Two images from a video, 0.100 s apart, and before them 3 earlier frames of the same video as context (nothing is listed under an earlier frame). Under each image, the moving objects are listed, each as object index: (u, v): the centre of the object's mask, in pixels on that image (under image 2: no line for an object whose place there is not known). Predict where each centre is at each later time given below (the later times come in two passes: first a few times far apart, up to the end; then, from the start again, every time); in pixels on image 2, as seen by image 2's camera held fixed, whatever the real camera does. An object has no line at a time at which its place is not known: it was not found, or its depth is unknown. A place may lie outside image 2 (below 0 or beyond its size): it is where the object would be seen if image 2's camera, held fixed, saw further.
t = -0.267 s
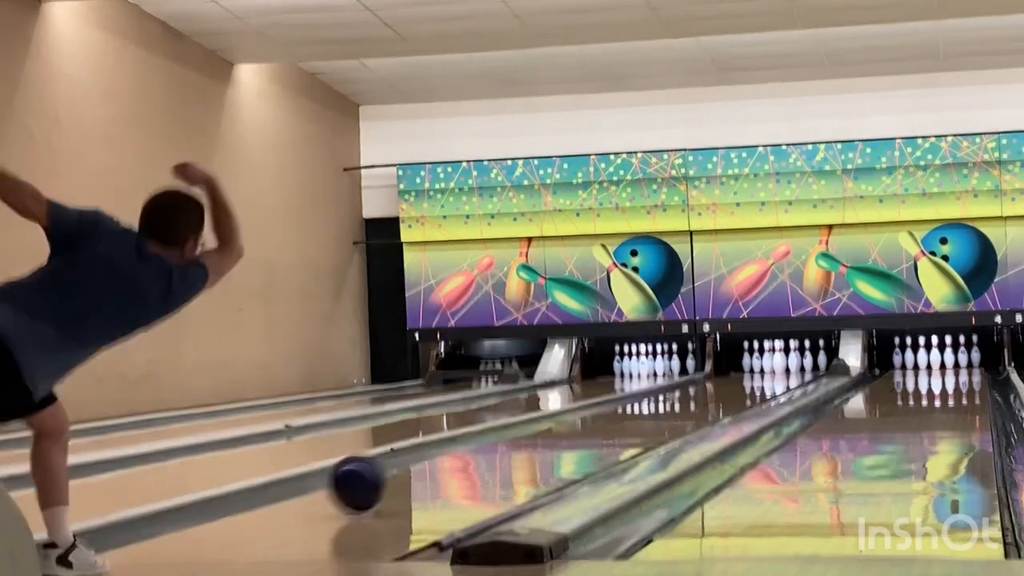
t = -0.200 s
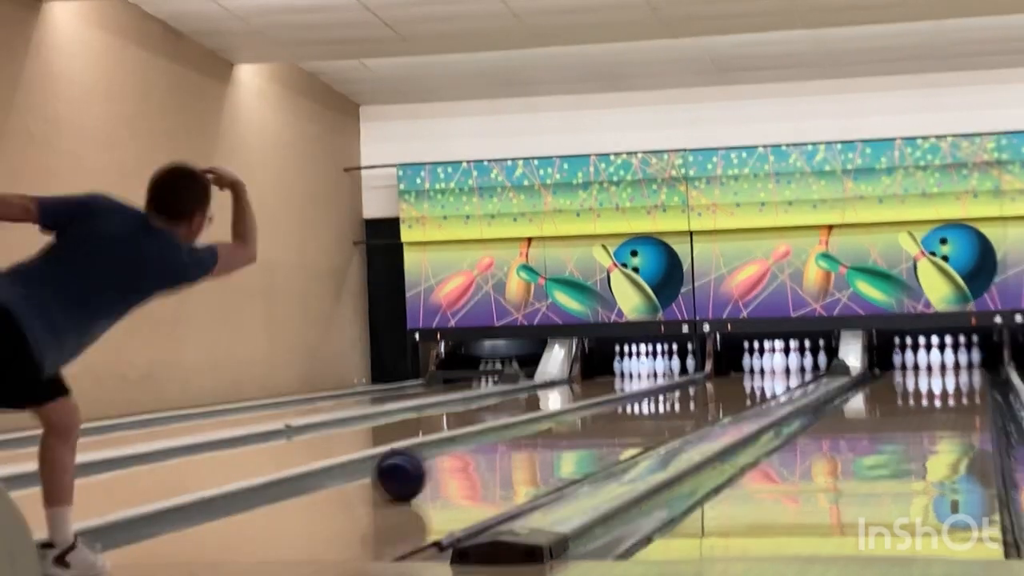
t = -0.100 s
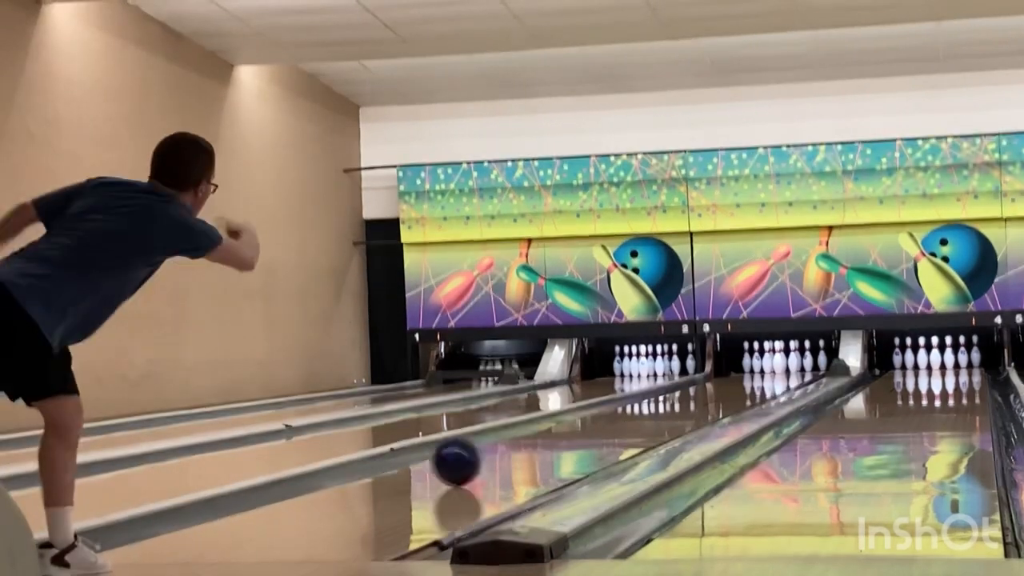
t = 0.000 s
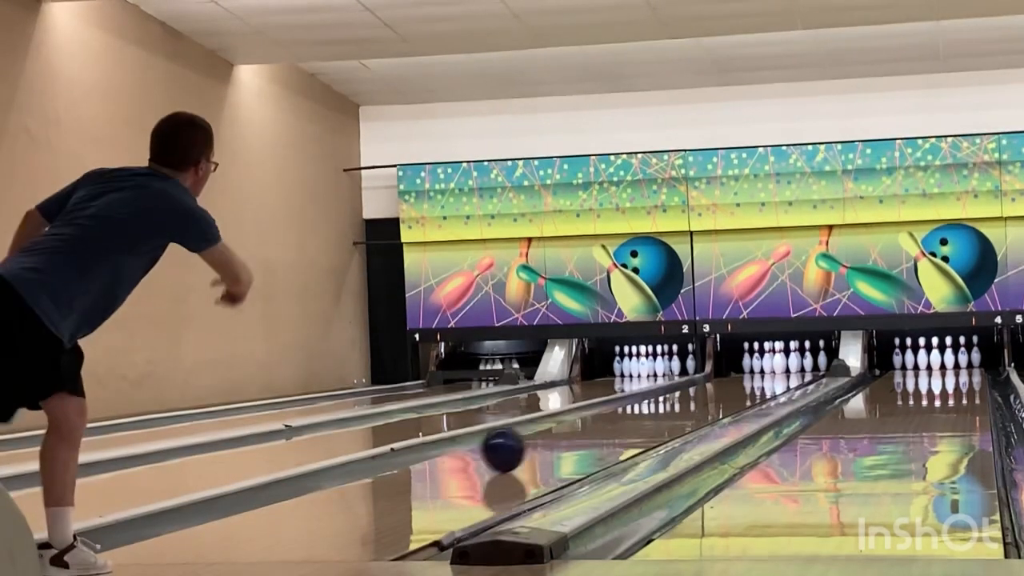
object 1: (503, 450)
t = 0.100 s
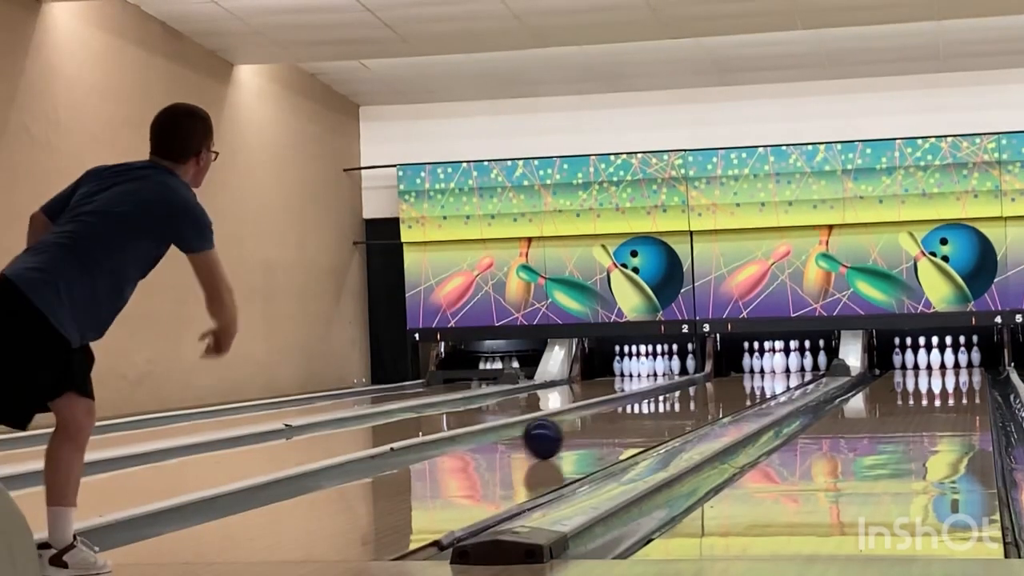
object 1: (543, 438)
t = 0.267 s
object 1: (597, 424)
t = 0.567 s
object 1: (670, 406)
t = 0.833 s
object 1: (716, 393)
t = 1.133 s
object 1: (753, 383)
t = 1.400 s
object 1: (775, 376)
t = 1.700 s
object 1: (788, 369)
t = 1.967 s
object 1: (788, 365)
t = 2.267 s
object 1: (796, 364)
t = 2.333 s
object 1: (797, 365)
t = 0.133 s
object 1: (555, 435)
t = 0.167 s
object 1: (566, 432)
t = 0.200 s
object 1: (577, 429)
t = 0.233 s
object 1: (587, 427)
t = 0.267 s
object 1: (597, 424)
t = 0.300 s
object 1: (607, 422)
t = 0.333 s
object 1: (616, 420)
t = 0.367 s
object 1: (624, 417)
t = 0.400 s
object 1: (633, 416)
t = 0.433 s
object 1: (641, 413)
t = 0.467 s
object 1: (649, 411)
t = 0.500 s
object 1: (656, 410)
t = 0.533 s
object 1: (663, 408)
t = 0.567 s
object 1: (670, 406)
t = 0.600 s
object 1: (677, 404)
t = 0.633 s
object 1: (683, 403)
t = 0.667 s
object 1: (689, 401)
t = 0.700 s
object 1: (695, 399)
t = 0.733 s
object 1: (700, 397)
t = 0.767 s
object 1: (706, 396)
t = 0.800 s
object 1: (711, 395)
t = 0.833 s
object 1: (716, 393)
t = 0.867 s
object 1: (721, 392)
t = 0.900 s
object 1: (726, 391)
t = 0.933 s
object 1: (730, 390)
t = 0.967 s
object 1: (735, 389)
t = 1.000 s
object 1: (739, 388)
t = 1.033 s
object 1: (743, 387)
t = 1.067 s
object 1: (747, 386)
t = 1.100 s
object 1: (751, 385)
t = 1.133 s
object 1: (753, 383)
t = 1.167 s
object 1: (757, 383)
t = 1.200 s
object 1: (760, 382)
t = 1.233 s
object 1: (763, 381)
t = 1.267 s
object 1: (766, 379)
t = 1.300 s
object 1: (768, 379)
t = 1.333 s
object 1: (771, 378)
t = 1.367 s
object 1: (773, 377)
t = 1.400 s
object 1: (775, 376)
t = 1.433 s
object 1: (777, 375)
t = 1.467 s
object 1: (779, 374)
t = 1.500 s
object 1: (781, 374)
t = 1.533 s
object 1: (783, 373)
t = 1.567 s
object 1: (784, 372)
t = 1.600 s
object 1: (785, 371)
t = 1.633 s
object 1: (786, 371)
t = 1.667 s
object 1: (787, 370)
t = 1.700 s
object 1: (788, 369)
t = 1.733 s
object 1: (789, 369)
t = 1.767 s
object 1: (789, 368)
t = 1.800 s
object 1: (789, 368)
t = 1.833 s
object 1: (789, 367)
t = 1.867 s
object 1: (789, 367)
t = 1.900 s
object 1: (789, 366)
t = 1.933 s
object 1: (789, 366)
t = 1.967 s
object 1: (788, 365)
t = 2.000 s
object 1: (788, 365)
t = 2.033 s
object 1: (788, 365)
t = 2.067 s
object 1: (790, 364)
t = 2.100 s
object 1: (791, 364)
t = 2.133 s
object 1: (792, 364)
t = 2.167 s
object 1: (794, 363)
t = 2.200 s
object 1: (796, 363)
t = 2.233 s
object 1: (797, 364)
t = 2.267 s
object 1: (796, 364)
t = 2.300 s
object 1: (796, 365)
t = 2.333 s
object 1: (797, 365)
